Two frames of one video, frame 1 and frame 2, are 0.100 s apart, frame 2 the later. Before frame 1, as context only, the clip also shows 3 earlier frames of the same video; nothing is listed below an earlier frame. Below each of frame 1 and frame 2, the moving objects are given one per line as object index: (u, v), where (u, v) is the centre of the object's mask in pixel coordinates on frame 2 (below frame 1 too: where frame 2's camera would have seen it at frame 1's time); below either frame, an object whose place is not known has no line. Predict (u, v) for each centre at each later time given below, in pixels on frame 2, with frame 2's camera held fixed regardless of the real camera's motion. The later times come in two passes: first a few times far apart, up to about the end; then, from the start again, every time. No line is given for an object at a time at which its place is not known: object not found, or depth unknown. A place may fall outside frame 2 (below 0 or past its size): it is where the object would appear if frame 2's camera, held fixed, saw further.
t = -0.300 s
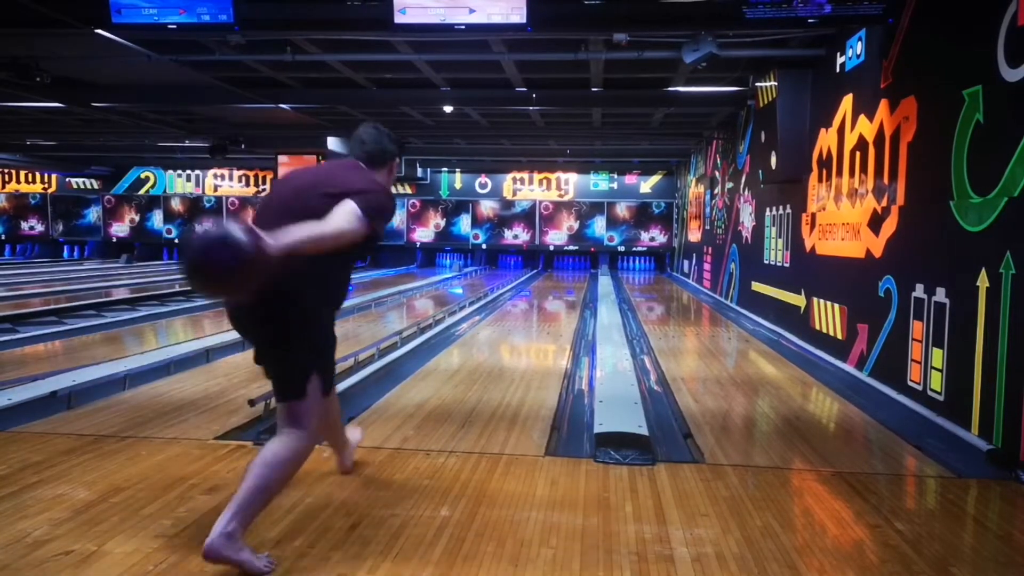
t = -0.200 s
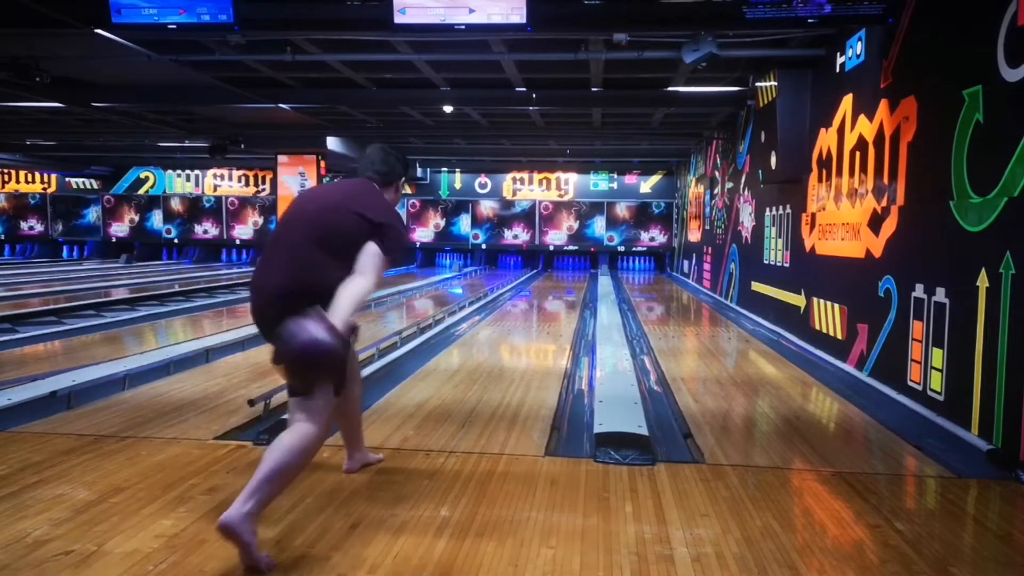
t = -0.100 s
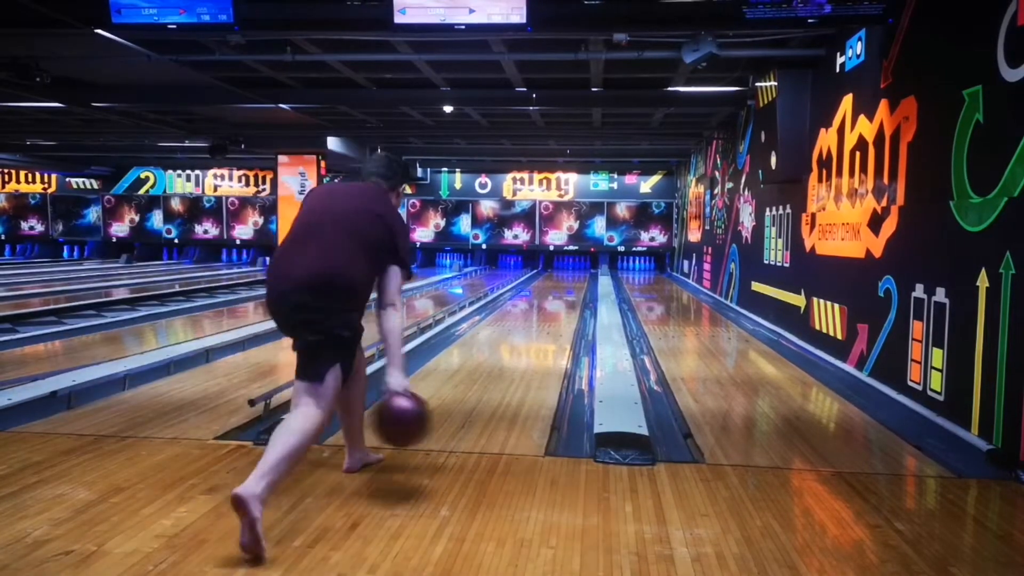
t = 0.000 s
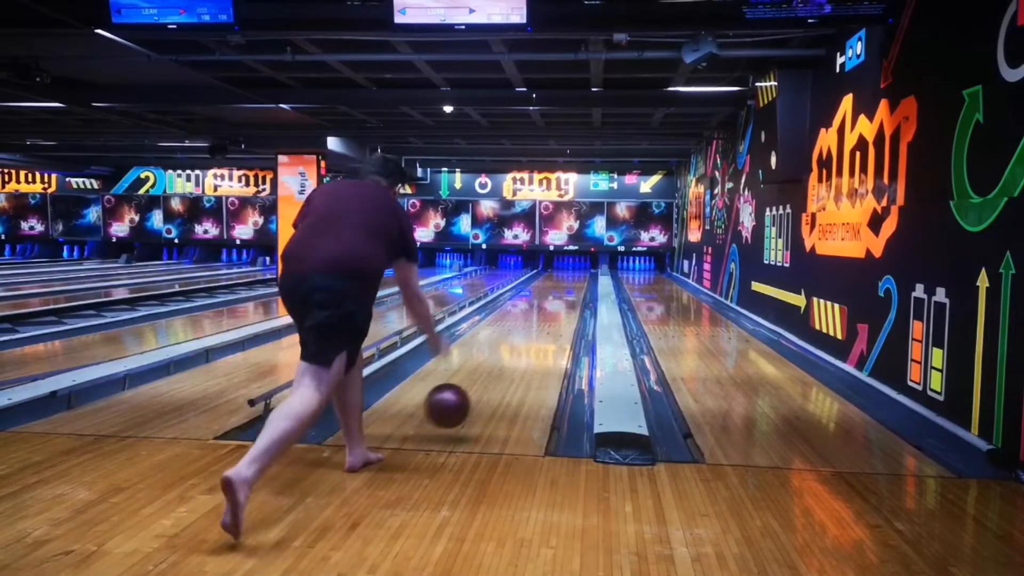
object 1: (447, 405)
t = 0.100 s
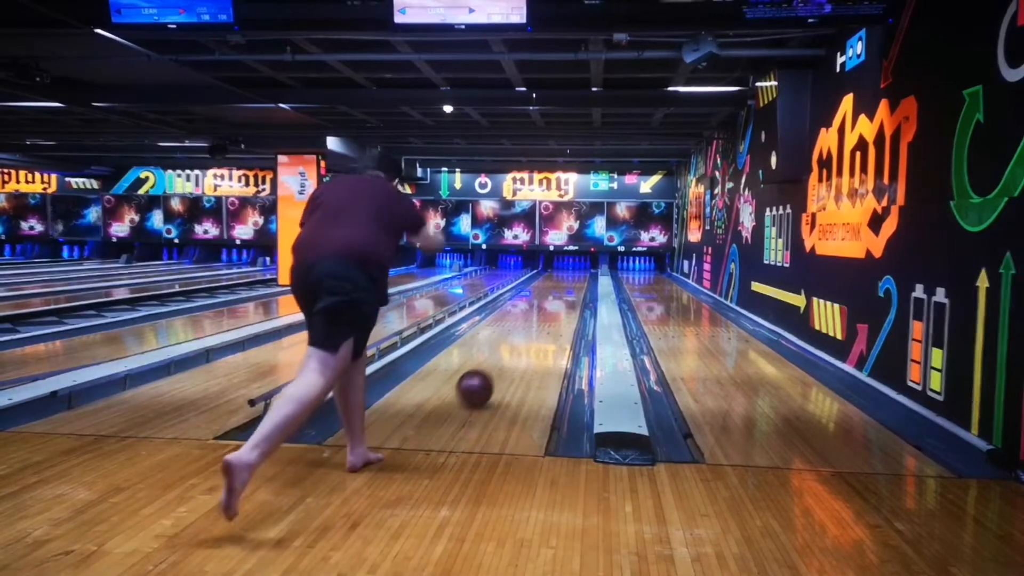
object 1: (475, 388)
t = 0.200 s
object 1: (494, 366)
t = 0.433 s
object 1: (523, 332)
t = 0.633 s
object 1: (538, 315)
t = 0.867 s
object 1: (549, 301)
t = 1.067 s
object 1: (557, 294)
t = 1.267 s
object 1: (563, 287)
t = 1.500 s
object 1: (568, 281)
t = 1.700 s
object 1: (571, 278)
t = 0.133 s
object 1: (482, 380)
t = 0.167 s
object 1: (488, 373)
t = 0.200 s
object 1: (494, 366)
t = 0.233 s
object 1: (499, 360)
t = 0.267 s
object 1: (504, 354)
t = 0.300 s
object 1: (508, 348)
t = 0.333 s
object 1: (513, 344)
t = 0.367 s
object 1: (516, 339)
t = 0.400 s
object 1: (520, 335)
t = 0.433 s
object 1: (523, 332)
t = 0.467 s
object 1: (526, 328)
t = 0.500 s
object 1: (528, 325)
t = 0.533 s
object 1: (531, 323)
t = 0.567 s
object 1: (534, 320)
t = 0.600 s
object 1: (536, 317)
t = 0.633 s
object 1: (538, 315)
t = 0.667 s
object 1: (540, 313)
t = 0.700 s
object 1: (542, 311)
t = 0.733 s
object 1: (544, 309)
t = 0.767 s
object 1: (545, 307)
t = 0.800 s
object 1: (546, 305)
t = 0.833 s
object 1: (548, 303)
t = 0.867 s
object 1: (549, 301)
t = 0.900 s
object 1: (551, 300)
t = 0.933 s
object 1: (552, 298)
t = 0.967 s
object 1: (554, 297)
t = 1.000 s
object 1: (555, 296)
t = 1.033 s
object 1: (556, 295)
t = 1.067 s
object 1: (557, 294)
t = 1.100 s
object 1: (558, 292)
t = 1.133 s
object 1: (560, 291)
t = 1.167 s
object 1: (560, 290)
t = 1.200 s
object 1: (561, 289)
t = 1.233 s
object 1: (562, 288)
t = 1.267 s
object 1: (563, 287)
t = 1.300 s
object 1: (564, 286)
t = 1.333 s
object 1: (565, 285)
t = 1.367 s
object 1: (566, 284)
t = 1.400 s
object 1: (566, 284)
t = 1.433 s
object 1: (567, 283)
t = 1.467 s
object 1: (568, 282)
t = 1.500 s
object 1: (568, 281)
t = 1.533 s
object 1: (569, 280)
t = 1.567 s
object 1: (569, 280)
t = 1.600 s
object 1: (570, 279)
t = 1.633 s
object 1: (570, 279)
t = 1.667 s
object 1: (571, 278)
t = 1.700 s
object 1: (571, 278)
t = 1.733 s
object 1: (572, 277)
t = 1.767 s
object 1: (572, 276)
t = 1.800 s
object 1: (572, 276)
